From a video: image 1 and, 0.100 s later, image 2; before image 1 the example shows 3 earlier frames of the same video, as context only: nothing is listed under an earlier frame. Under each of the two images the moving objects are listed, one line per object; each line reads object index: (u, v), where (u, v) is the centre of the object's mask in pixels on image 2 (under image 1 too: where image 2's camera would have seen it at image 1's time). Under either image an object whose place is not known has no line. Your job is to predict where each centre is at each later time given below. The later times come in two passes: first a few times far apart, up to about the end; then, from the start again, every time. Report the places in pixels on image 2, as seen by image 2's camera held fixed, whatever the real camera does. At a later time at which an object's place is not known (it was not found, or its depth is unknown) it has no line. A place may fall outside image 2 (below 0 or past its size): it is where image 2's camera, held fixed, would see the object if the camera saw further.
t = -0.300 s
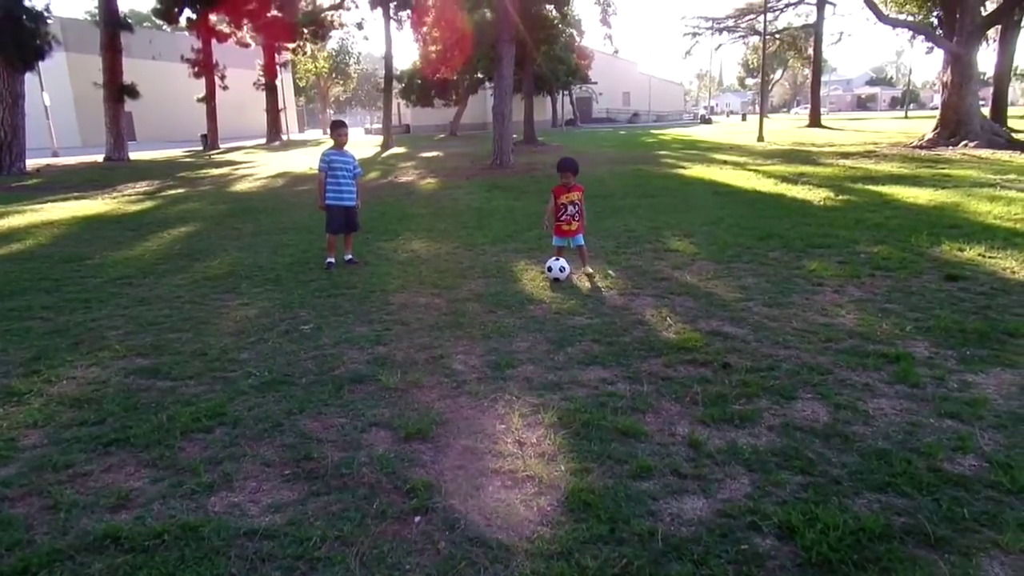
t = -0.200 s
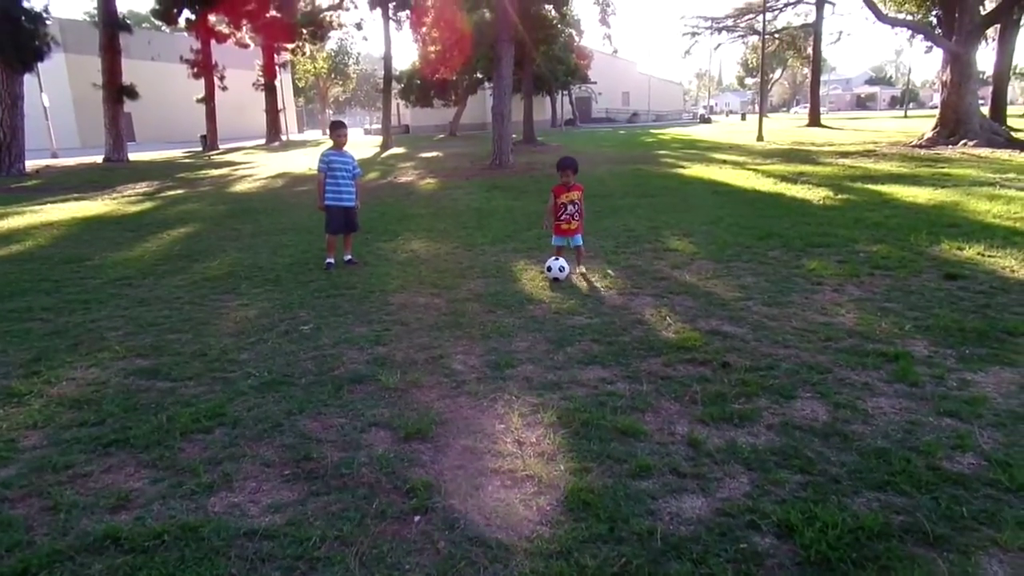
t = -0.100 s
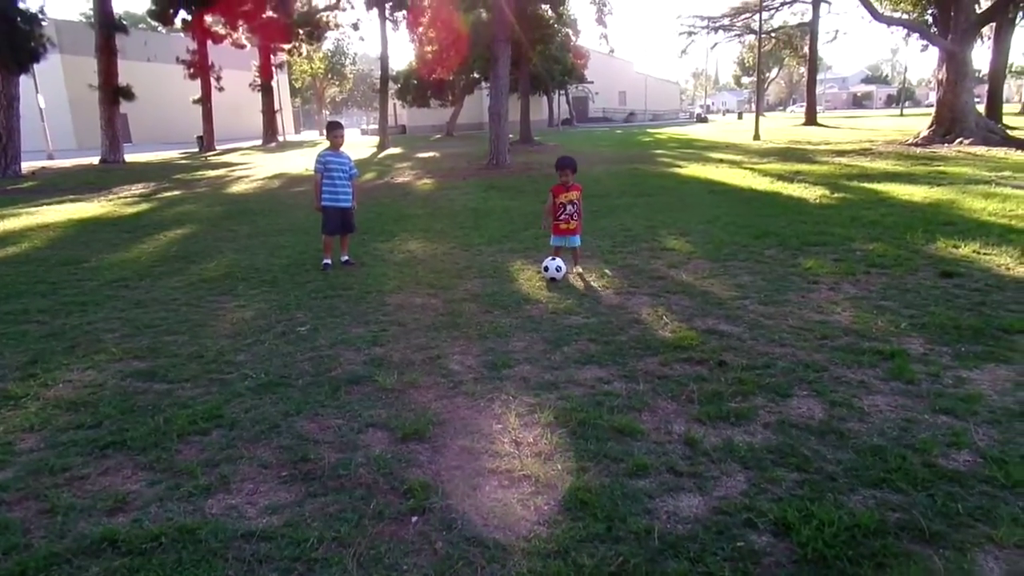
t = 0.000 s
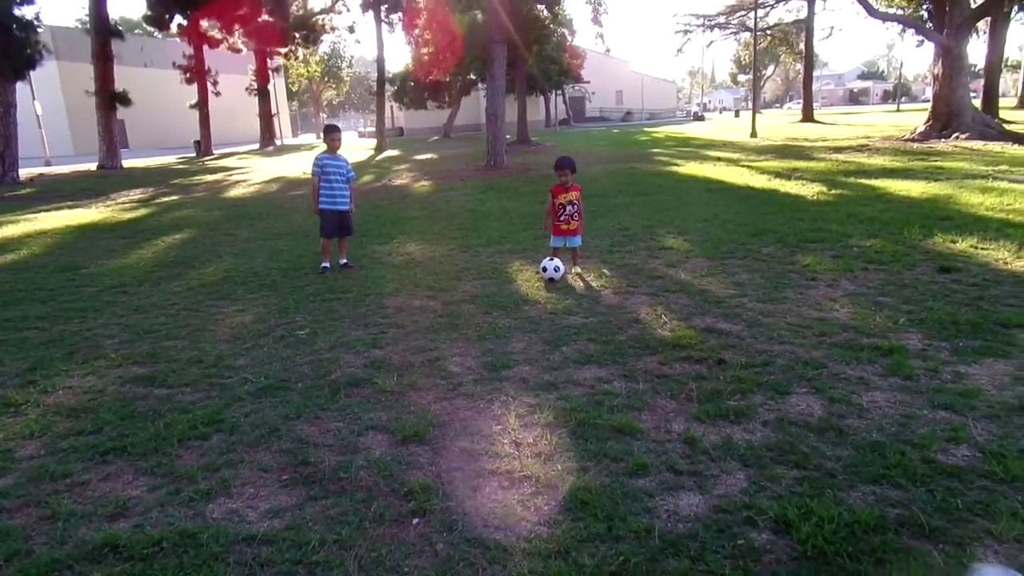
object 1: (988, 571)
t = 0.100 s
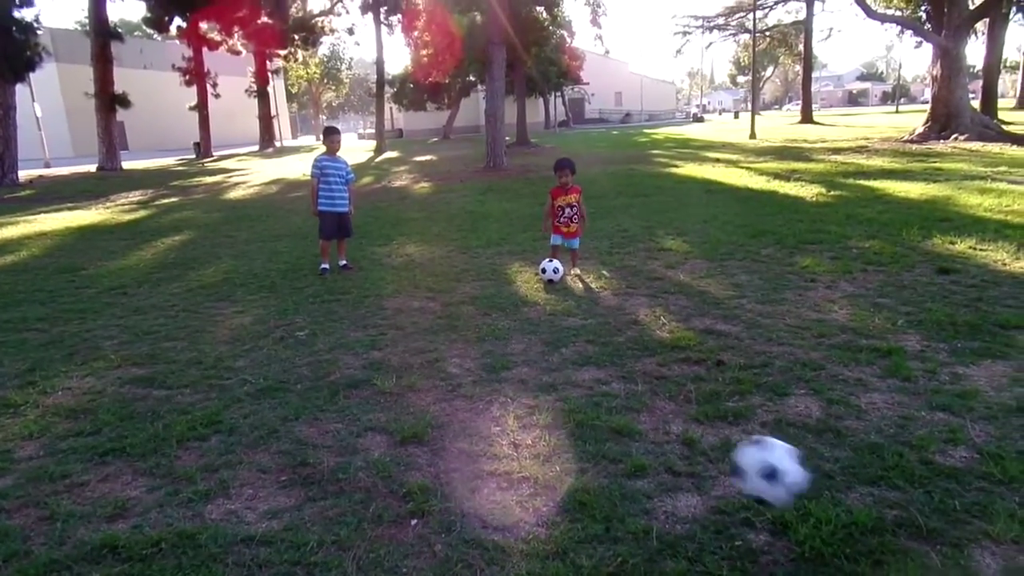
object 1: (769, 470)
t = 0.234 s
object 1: (607, 404)
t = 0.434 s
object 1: (504, 338)
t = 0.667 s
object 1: (441, 307)
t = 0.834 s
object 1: (410, 288)
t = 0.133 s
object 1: (718, 444)
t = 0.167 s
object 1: (673, 426)
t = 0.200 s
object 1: (639, 412)
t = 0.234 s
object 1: (607, 404)
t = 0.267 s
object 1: (579, 399)
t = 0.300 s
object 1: (560, 385)
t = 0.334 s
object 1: (544, 368)
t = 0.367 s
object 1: (529, 354)
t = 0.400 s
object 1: (516, 345)
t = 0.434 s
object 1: (504, 338)
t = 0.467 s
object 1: (494, 332)
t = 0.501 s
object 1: (483, 329)
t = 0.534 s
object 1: (473, 329)
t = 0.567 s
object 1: (466, 330)
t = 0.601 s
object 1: (457, 321)
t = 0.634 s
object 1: (448, 313)
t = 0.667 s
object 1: (441, 307)
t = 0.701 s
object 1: (434, 303)
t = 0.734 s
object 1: (428, 299)
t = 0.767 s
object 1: (422, 298)
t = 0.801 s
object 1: (416, 294)
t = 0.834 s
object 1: (410, 288)
